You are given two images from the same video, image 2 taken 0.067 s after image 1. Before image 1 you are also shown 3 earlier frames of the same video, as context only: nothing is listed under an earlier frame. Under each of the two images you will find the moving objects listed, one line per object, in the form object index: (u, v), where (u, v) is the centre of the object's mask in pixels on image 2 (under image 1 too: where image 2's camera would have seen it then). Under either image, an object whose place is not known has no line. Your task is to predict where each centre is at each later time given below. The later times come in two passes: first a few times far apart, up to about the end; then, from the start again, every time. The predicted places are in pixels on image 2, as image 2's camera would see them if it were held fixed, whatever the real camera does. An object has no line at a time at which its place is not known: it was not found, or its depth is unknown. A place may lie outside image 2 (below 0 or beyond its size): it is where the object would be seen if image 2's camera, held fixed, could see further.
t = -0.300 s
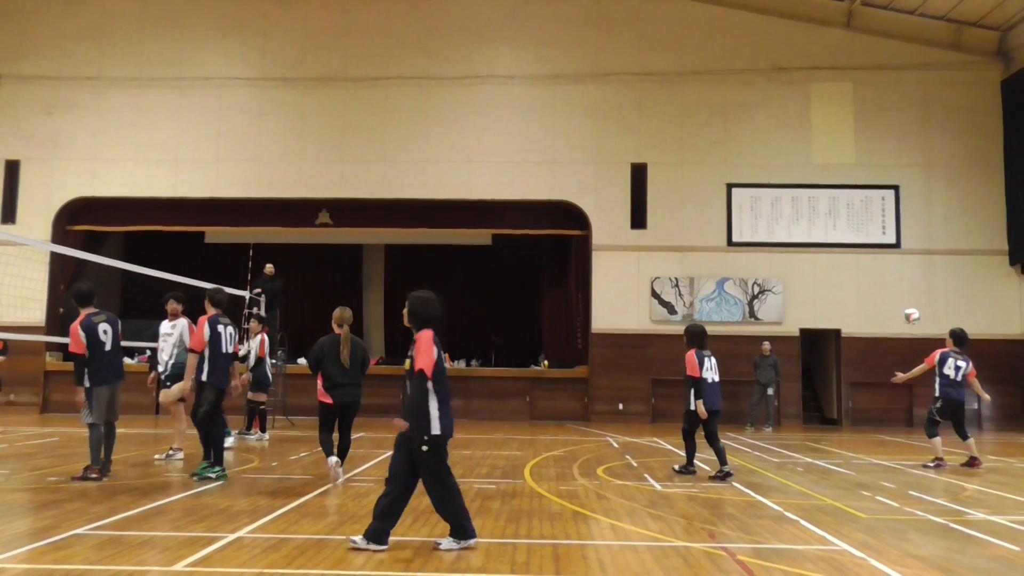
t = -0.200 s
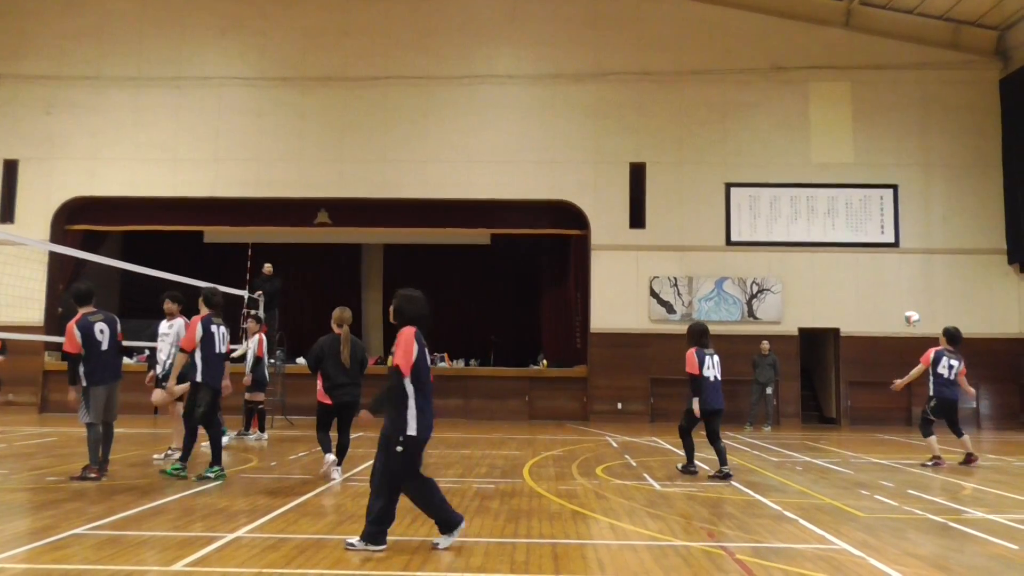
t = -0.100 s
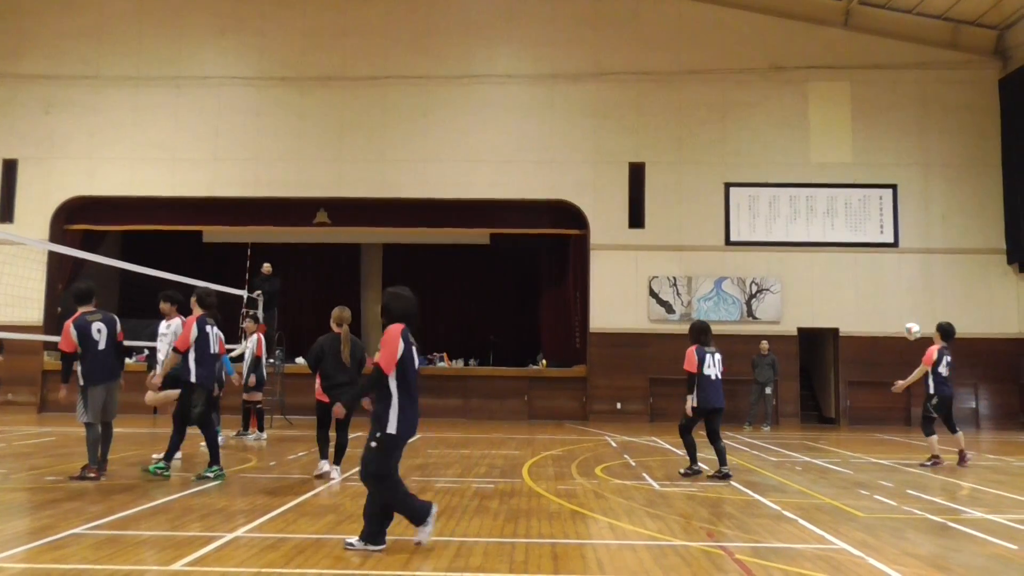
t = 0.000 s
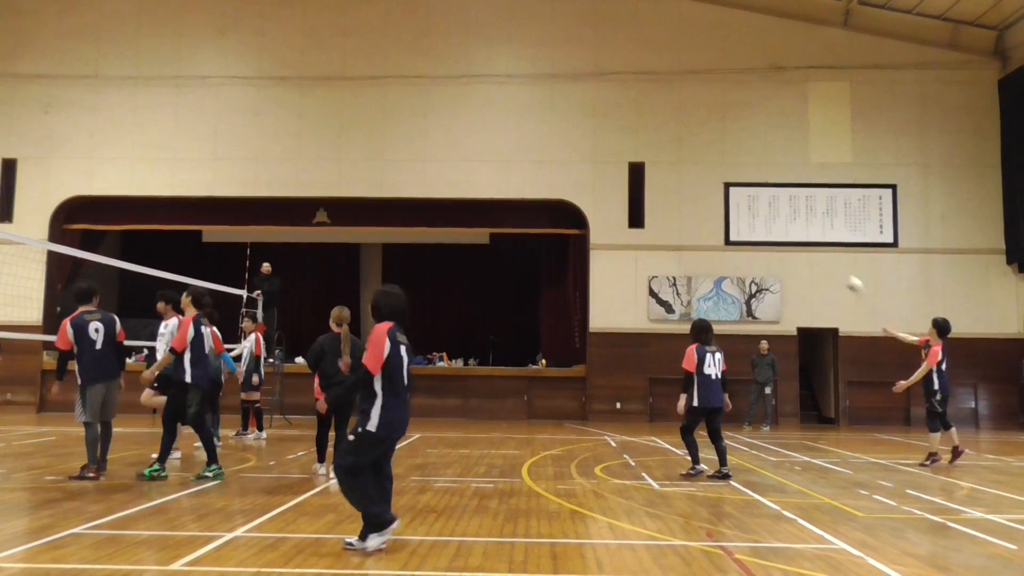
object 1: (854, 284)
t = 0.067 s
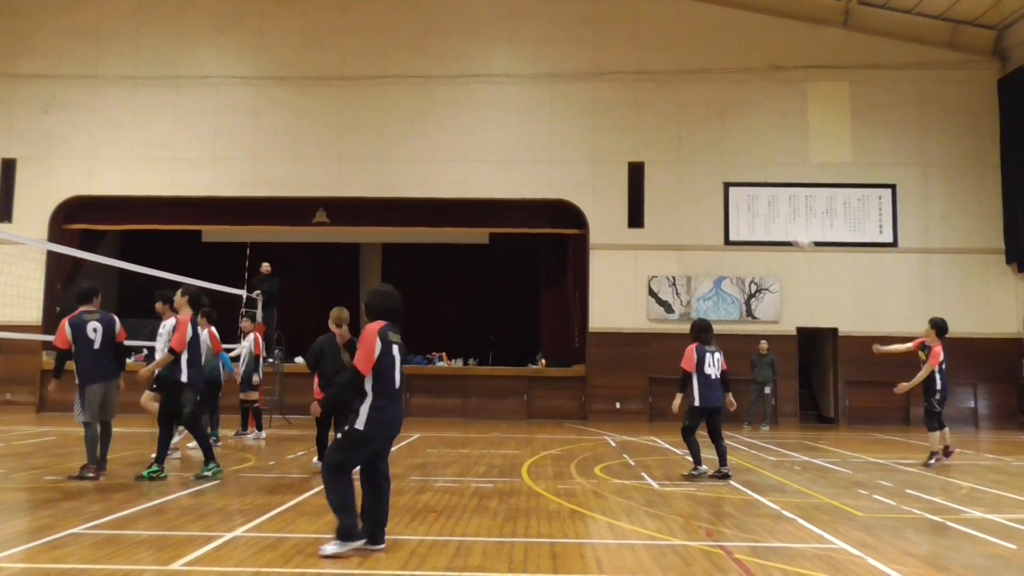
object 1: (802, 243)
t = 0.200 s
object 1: (705, 170)
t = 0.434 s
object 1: (544, 87)
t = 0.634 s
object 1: (427, 54)
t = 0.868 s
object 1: (298, 56)
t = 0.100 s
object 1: (777, 225)
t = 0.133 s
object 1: (753, 207)
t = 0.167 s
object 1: (729, 188)
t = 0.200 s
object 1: (705, 170)
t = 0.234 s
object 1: (682, 156)
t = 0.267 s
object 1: (659, 140)
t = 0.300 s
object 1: (633, 125)
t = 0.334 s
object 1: (612, 115)
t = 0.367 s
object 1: (587, 104)
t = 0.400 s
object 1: (565, 95)
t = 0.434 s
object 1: (544, 87)
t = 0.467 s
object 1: (524, 78)
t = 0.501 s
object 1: (503, 72)
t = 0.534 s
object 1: (483, 67)
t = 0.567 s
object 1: (466, 61)
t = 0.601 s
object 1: (446, 56)
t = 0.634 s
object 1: (427, 54)
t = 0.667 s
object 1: (409, 51)
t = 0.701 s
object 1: (389, 50)
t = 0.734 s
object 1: (370, 50)
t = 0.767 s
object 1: (353, 50)
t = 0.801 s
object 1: (335, 52)
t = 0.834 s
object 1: (316, 54)
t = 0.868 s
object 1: (298, 56)
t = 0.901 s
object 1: (281, 61)
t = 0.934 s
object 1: (263, 65)
